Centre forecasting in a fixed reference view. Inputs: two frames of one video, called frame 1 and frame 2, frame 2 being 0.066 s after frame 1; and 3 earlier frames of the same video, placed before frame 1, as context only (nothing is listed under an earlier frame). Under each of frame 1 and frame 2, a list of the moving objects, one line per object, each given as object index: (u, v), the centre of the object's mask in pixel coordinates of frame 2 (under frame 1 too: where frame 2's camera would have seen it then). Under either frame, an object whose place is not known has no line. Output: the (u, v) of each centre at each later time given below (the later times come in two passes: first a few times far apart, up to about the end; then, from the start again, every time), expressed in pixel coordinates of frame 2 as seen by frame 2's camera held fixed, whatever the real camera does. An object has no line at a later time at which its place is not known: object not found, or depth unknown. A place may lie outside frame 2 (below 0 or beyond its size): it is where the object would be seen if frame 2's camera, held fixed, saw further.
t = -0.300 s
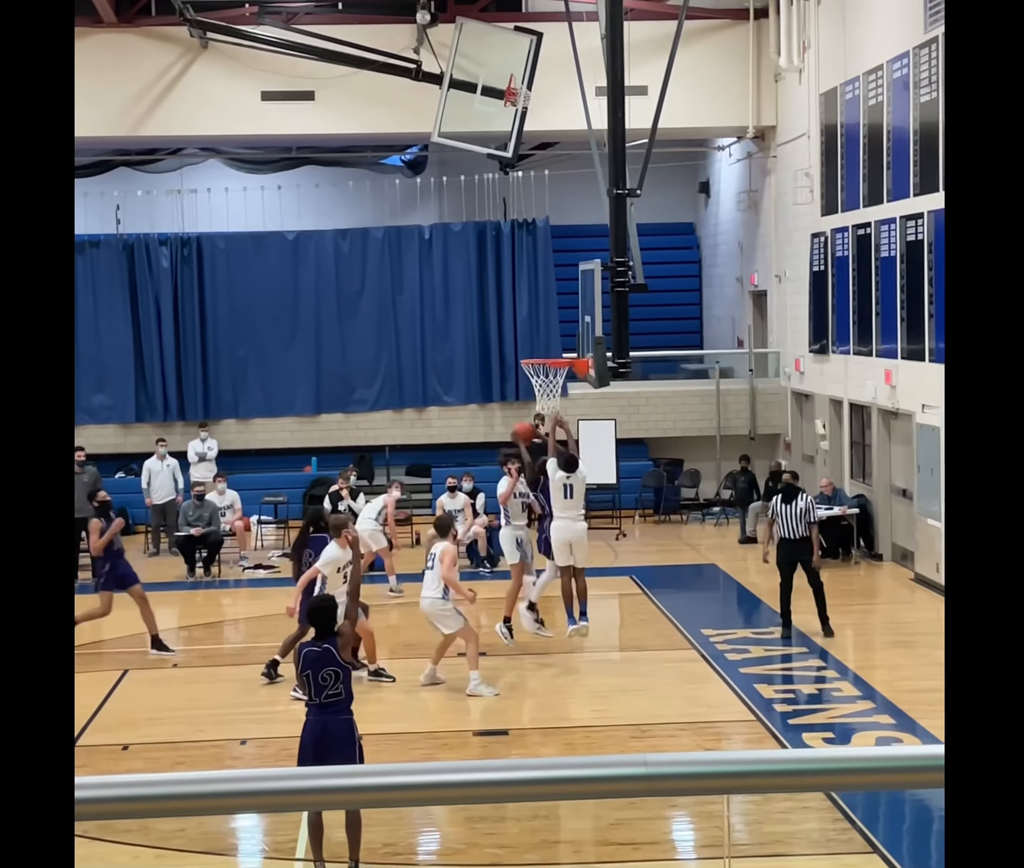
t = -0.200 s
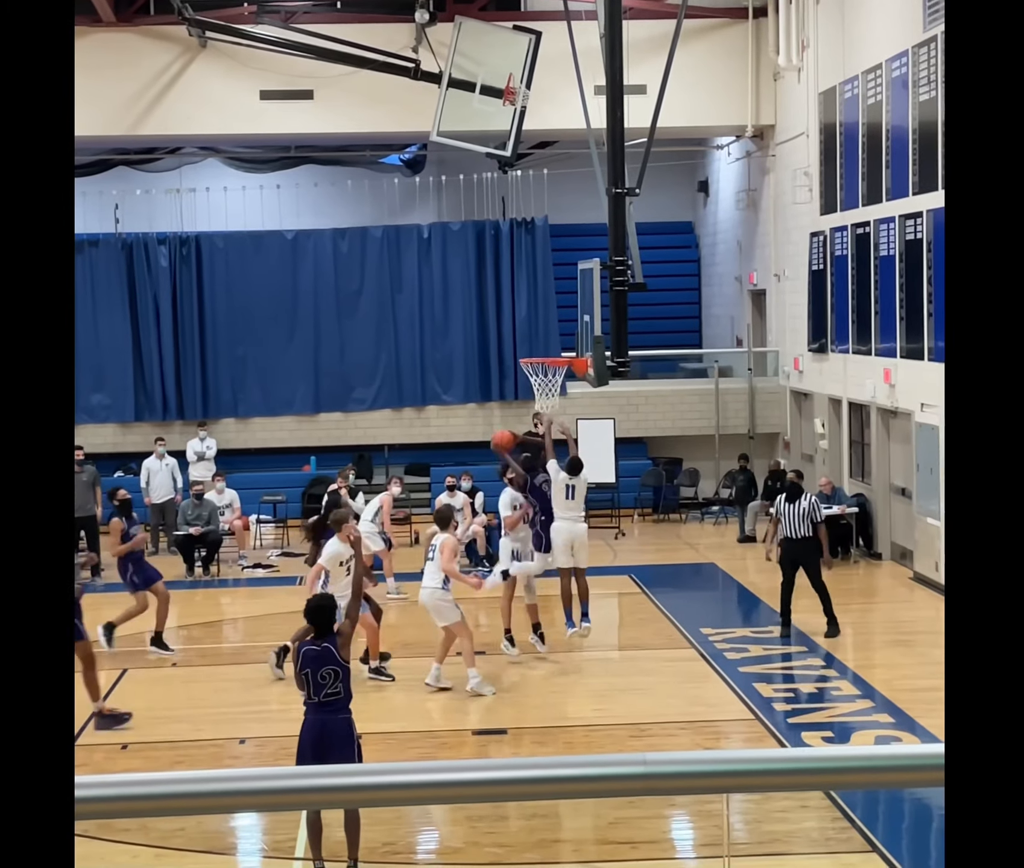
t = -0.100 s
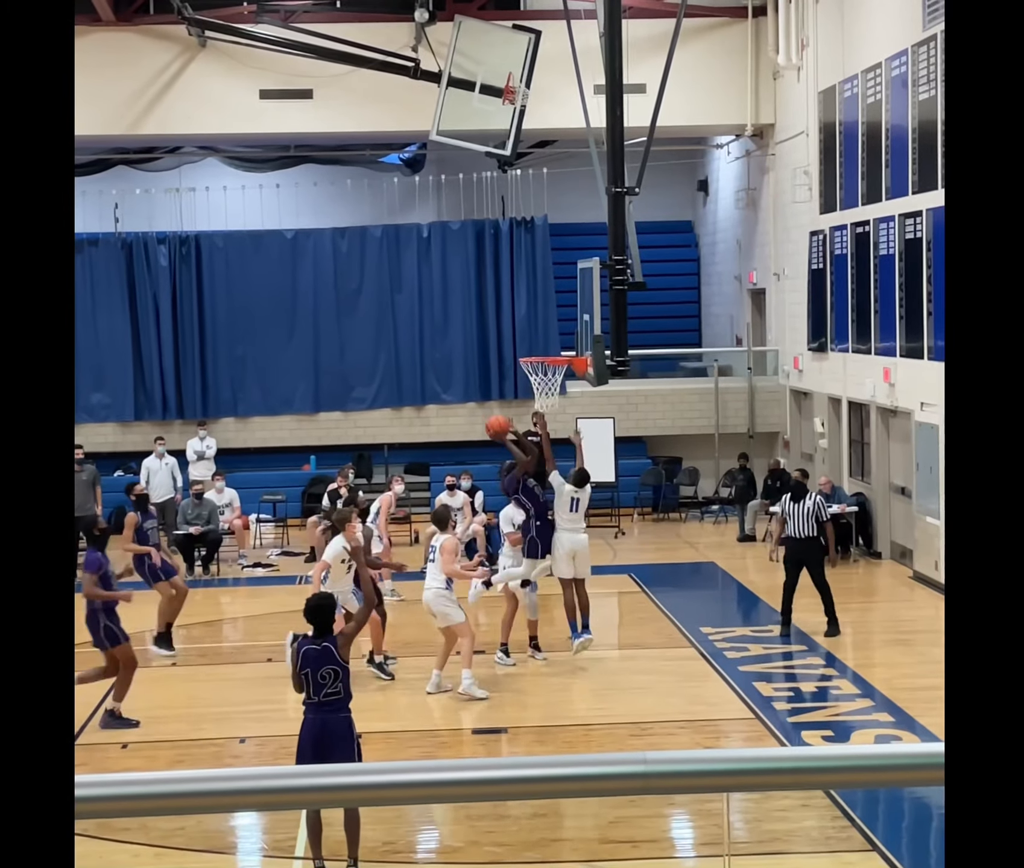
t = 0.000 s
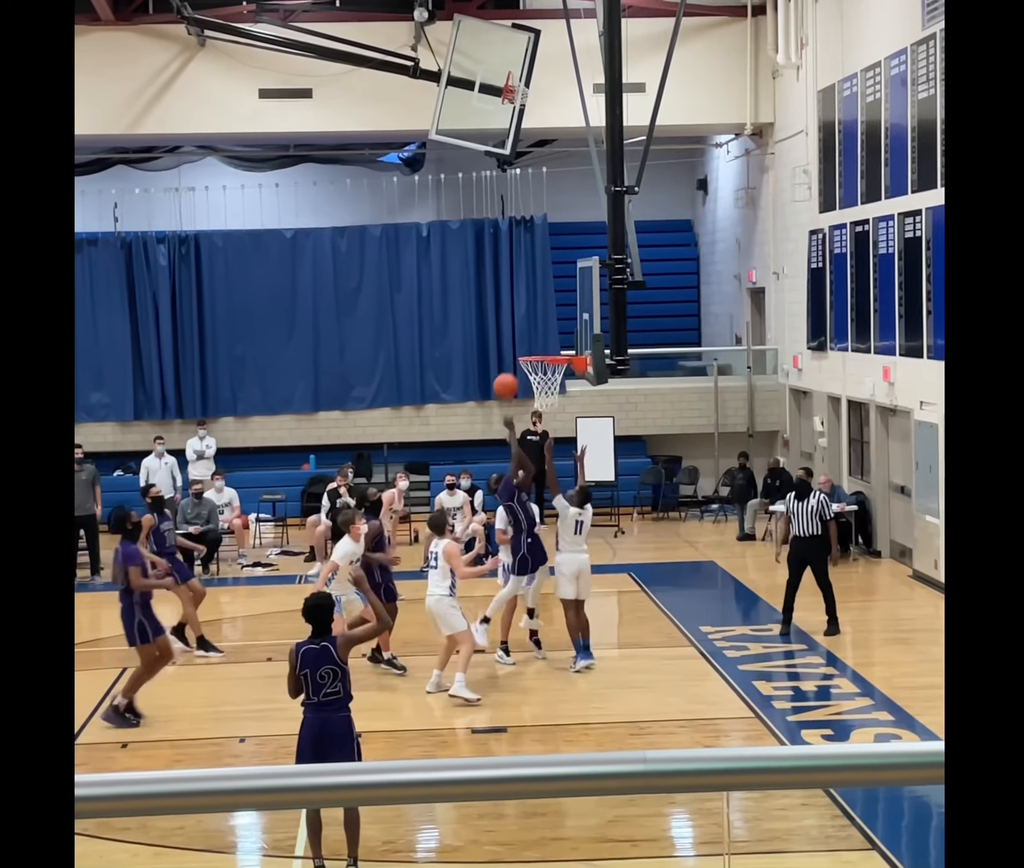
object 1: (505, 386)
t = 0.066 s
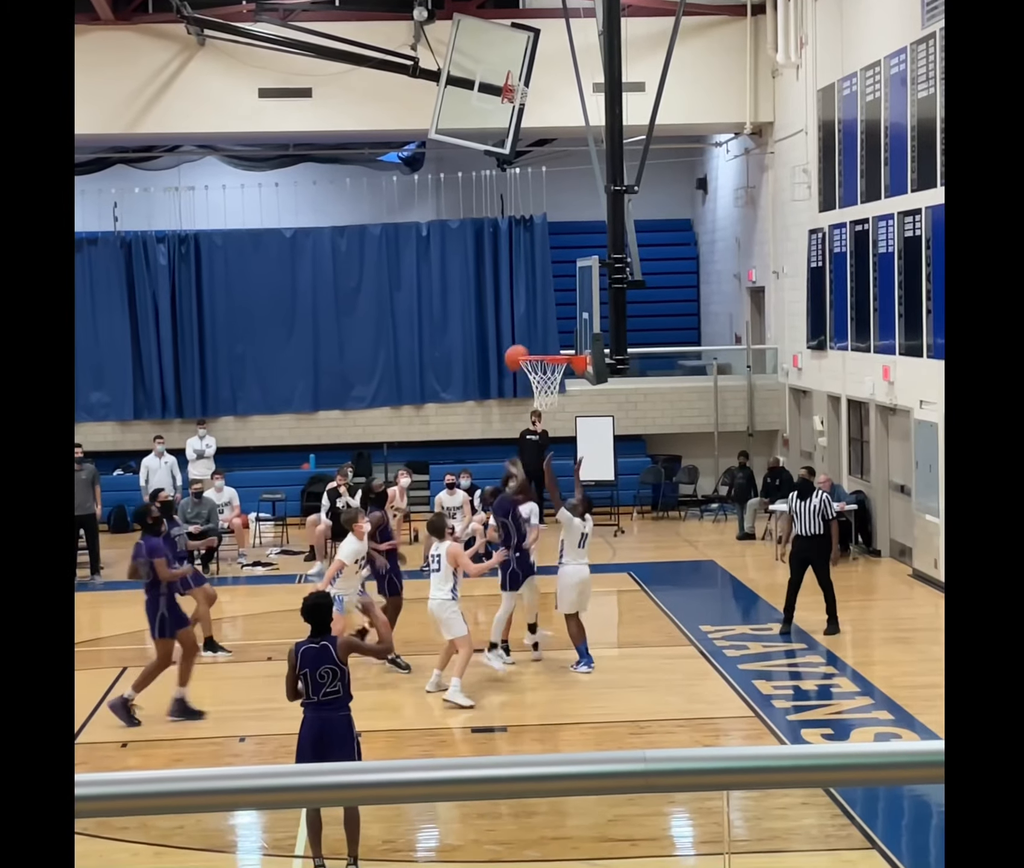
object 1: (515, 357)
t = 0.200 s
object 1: (541, 316)
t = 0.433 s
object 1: (561, 293)
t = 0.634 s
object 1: (532, 333)
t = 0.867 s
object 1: (550, 348)
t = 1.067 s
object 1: (547, 348)
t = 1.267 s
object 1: (535, 371)
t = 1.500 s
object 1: (537, 410)
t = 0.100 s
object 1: (523, 345)
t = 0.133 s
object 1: (529, 335)
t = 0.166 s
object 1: (535, 325)
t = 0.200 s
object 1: (541, 316)
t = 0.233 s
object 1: (547, 308)
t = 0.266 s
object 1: (553, 302)
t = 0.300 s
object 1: (559, 296)
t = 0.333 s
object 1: (565, 292)
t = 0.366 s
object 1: (569, 289)
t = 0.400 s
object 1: (565, 290)
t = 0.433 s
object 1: (561, 293)
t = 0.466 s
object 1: (556, 297)
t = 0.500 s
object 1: (551, 302)
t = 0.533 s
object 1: (546, 307)
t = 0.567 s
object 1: (542, 315)
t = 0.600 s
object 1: (537, 323)
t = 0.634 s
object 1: (532, 333)
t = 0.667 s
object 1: (528, 343)
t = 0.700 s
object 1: (527, 347)
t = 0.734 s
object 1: (532, 346)
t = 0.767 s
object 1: (536, 345)
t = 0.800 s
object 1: (541, 345)
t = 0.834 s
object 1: (545, 346)
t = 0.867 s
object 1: (550, 348)
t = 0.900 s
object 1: (553, 348)
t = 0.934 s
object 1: (551, 347)
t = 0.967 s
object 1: (550, 346)
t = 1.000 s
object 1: (549, 346)
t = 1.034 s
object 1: (548, 346)
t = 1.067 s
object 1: (547, 348)
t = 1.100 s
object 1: (546, 349)
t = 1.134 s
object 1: (544, 350)
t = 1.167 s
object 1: (542, 352)
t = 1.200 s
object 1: (540, 353)
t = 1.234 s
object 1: (540, 360)
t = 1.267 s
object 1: (535, 371)
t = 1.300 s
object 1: (535, 374)
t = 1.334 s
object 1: (534, 382)
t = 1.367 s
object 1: (534, 386)
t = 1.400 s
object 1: (535, 389)
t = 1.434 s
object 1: (535, 399)
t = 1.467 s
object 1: (536, 403)
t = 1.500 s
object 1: (537, 410)
